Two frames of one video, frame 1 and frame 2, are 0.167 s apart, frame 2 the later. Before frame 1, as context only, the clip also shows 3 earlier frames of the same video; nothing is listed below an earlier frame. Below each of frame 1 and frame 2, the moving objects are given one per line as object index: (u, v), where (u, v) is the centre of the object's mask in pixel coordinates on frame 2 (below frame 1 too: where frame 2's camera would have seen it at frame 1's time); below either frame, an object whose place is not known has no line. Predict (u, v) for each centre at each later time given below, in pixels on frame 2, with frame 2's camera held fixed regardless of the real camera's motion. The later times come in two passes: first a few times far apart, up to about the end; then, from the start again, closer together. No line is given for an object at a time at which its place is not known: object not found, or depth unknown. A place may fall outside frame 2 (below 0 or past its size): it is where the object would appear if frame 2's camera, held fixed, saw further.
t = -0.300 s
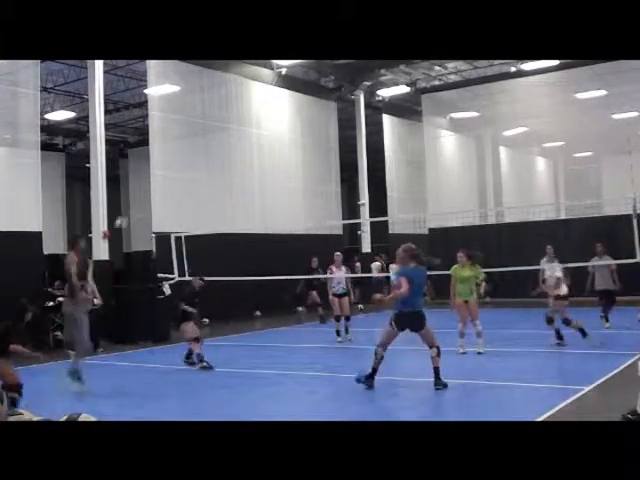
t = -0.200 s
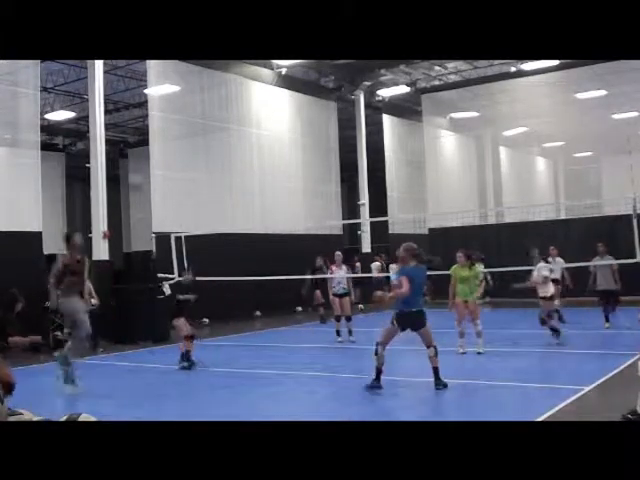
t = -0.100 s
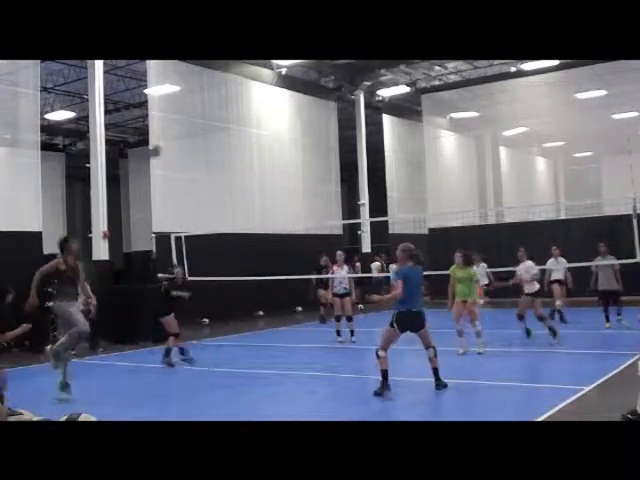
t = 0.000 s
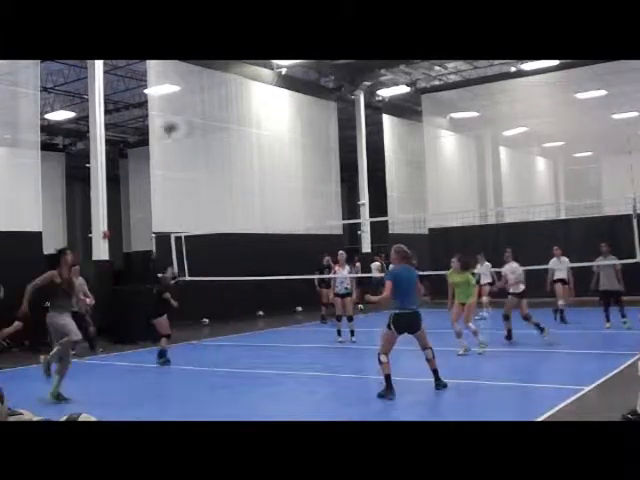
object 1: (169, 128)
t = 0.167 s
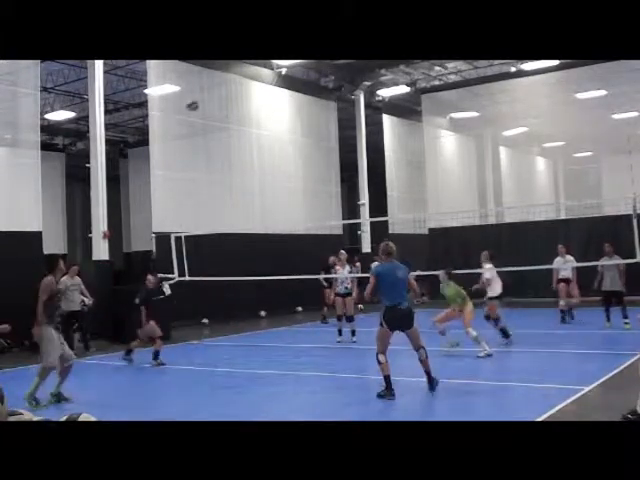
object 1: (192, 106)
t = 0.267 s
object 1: (204, 103)
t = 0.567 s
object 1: (239, 124)
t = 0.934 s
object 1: (274, 211)
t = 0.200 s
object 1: (196, 104)
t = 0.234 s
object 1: (200, 103)
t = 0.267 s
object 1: (204, 103)
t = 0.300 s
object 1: (208, 103)
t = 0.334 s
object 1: (212, 103)
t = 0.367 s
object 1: (216, 104)
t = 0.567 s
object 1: (239, 124)
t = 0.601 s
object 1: (242, 128)
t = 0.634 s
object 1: (245, 134)
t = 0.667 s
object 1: (249, 141)
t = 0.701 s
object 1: (252, 148)
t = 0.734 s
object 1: (255, 155)
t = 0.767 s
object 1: (258, 164)
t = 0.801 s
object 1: (262, 172)
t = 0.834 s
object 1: (265, 180)
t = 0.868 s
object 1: (268, 190)
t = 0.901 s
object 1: (272, 201)
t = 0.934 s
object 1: (274, 211)
